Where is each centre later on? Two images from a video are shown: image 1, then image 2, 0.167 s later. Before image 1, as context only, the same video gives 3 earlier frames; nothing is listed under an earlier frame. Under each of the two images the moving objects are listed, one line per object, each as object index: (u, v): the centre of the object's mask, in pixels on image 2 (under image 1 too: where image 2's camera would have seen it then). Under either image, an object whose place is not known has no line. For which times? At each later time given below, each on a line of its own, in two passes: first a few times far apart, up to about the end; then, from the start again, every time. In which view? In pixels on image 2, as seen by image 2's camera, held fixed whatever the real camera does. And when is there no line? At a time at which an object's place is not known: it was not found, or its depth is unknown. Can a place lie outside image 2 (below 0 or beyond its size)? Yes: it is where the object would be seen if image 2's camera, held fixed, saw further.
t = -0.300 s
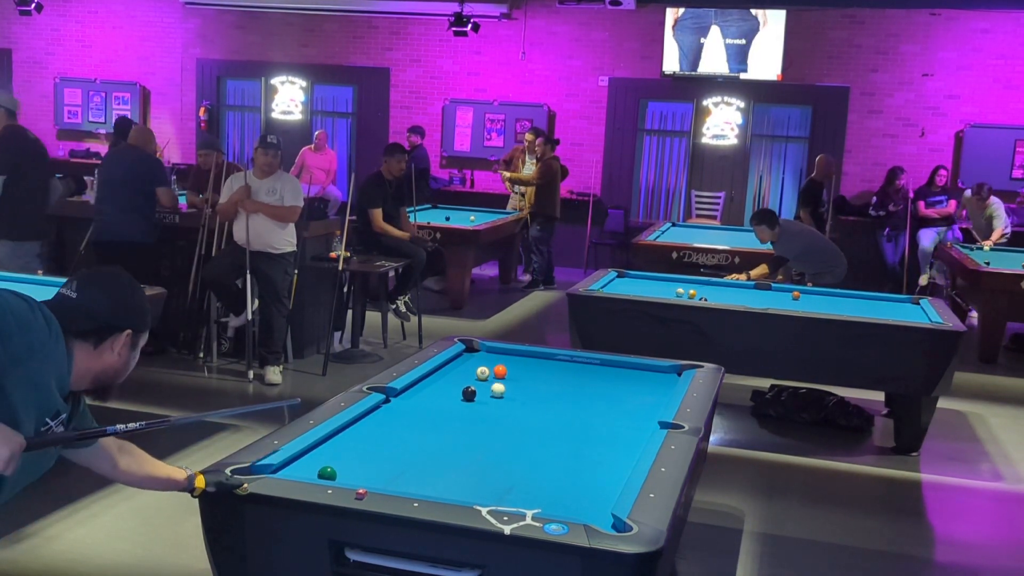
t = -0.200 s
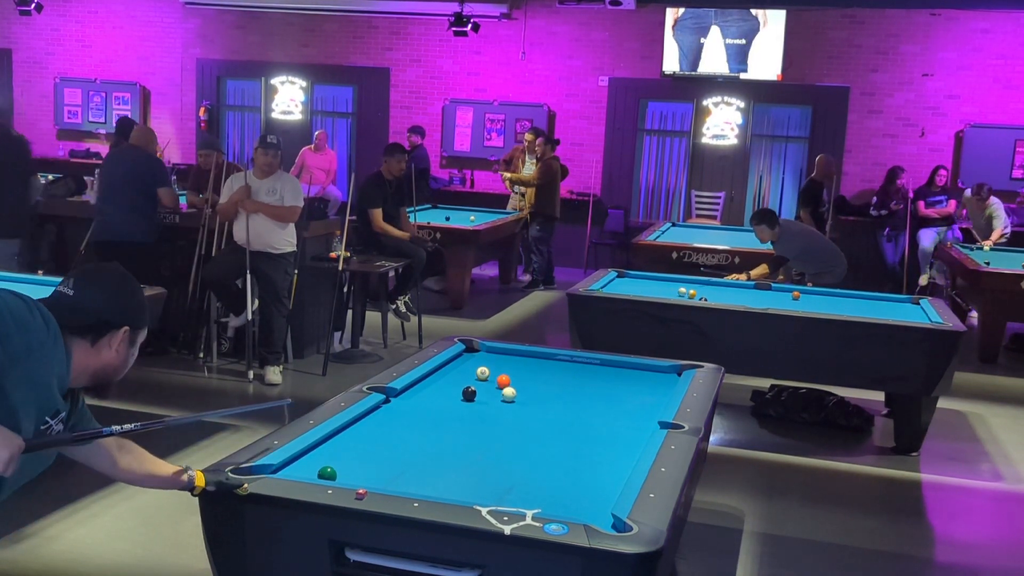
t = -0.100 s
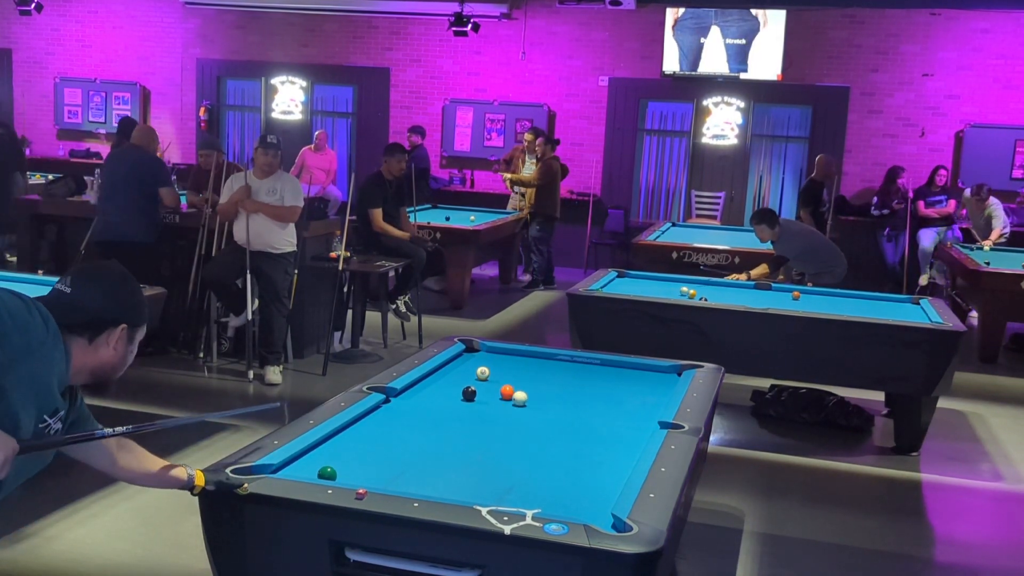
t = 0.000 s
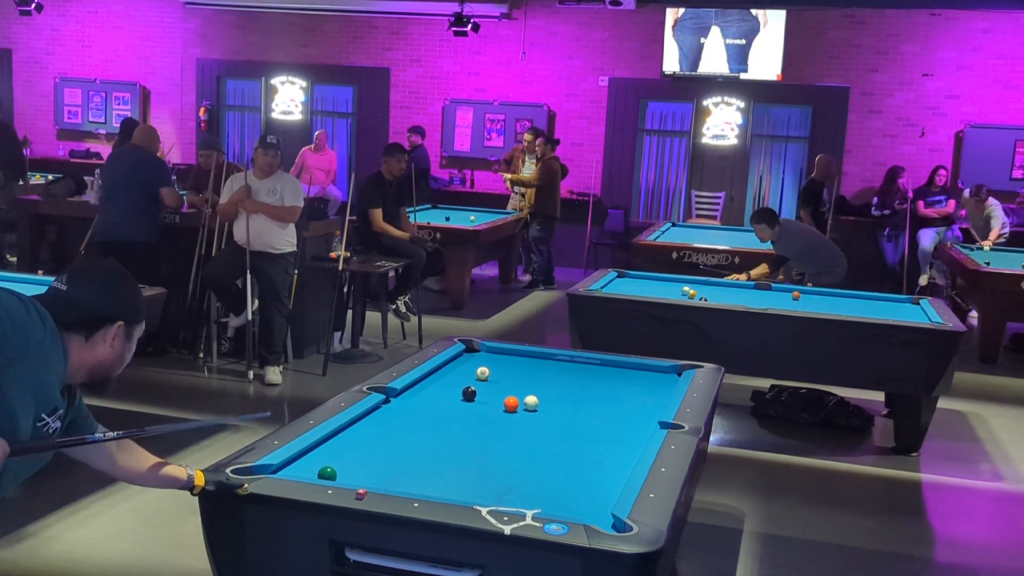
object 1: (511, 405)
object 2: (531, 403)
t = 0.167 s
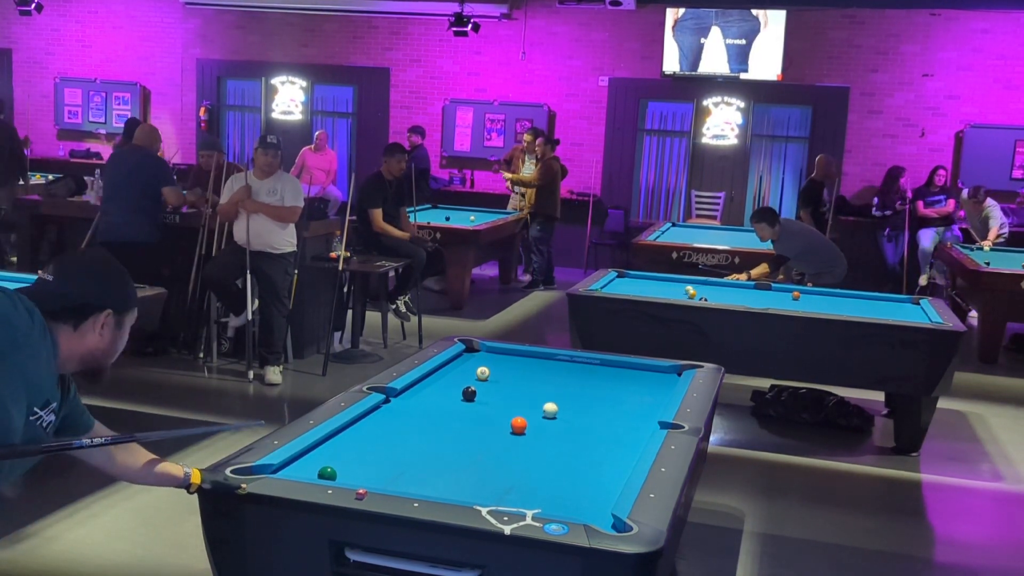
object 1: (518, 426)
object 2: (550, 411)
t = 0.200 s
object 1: (520, 430)
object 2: (554, 412)
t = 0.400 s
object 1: (531, 461)
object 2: (577, 421)
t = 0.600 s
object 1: (544, 498)
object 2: (601, 430)
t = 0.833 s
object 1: (571, 500)
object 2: (631, 441)
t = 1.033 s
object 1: (595, 481)
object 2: (627, 445)
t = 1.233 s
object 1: (616, 465)
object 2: (609, 446)
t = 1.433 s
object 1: (634, 451)
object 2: (593, 446)
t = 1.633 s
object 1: (637, 439)
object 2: (576, 447)
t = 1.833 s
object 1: (638, 428)
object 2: (561, 448)
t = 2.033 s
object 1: (639, 417)
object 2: (547, 449)
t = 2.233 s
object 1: (640, 408)
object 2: (534, 449)
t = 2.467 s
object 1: (641, 399)
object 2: (520, 450)
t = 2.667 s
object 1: (641, 391)
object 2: (509, 450)
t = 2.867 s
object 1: (642, 384)
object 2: (498, 450)
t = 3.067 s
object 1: (643, 378)
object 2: (489, 451)
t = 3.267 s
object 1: (643, 372)
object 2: (481, 451)
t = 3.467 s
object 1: (644, 367)
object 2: (474, 451)
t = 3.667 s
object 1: (639, 369)
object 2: (468, 451)
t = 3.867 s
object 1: (634, 372)
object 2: (462, 452)
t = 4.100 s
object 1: (628, 375)
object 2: (458, 451)
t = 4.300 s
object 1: (623, 378)
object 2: (455, 451)
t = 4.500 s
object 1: (618, 381)
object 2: (453, 452)
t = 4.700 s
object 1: (614, 383)
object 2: (453, 452)
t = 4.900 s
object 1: (610, 386)
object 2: (453, 452)
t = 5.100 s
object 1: (606, 388)
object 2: (453, 452)
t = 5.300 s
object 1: (602, 390)
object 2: (453, 452)
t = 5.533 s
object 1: (598, 392)
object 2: (453, 452)
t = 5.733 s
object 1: (595, 394)
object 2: (453, 452)
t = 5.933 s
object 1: (593, 396)
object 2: (453, 452)
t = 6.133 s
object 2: (453, 452)
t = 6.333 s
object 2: (453, 452)
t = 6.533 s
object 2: (453, 452)
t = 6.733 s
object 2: (453, 452)
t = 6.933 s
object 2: (453, 452)
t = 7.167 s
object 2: (453, 452)
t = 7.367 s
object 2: (453, 452)
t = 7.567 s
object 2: (453, 451)
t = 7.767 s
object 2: (453, 451)
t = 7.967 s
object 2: (453, 452)
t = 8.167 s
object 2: (453, 452)
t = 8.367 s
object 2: (453, 452)
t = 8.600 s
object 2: (453, 452)
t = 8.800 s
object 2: (453, 452)
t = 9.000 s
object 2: (453, 451)
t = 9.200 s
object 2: (453, 451)
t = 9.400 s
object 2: (453, 452)
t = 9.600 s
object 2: (453, 452)
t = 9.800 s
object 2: (453, 451)
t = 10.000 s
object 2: (453, 452)
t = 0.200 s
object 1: (520, 430)
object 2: (554, 412)
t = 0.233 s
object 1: (522, 435)
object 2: (558, 413)
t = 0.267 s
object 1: (523, 440)
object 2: (562, 415)
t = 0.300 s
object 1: (525, 445)
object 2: (566, 416)
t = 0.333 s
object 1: (527, 450)
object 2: (569, 418)
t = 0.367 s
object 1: (529, 456)
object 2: (573, 420)
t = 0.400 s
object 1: (531, 461)
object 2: (577, 421)
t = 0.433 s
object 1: (533, 467)
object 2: (581, 422)
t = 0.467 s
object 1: (535, 473)
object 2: (585, 424)
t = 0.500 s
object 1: (537, 479)
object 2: (590, 426)
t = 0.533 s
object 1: (539, 486)
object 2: (593, 427)
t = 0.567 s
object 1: (542, 492)
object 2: (597, 429)
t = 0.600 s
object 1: (544, 498)
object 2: (601, 430)
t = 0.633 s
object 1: (546, 503)
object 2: (606, 432)
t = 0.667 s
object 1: (549, 507)
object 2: (610, 433)
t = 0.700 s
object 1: (553, 508)
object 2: (614, 435)
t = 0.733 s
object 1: (558, 506)
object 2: (618, 436)
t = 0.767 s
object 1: (562, 505)
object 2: (622, 438)
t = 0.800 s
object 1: (566, 503)
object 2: (626, 440)
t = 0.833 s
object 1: (571, 500)
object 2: (631, 441)
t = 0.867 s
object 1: (575, 497)
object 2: (635, 443)
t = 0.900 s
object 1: (579, 493)
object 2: (638, 444)
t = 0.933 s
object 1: (583, 490)
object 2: (636, 445)
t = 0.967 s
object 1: (587, 487)
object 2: (633, 445)
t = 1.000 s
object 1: (591, 484)
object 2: (630, 445)
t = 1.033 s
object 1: (595, 481)
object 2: (627, 445)
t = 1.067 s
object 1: (598, 478)
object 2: (624, 445)
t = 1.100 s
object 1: (602, 475)
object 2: (621, 445)
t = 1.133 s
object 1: (605, 473)
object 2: (618, 445)
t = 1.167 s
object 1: (609, 470)
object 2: (615, 446)
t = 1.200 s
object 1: (612, 468)
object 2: (612, 446)
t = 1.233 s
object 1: (616, 465)
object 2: (609, 446)
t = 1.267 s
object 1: (618, 462)
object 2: (606, 446)
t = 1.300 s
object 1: (622, 460)
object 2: (603, 446)
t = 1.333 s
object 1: (625, 458)
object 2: (600, 446)
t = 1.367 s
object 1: (628, 456)
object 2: (598, 446)
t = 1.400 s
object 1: (631, 453)
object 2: (595, 446)
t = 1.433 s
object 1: (634, 451)
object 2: (593, 446)
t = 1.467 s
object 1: (635, 449)
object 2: (590, 447)
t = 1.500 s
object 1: (636, 447)
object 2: (587, 447)
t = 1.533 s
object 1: (636, 445)
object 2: (584, 447)
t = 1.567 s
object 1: (636, 443)
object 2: (582, 447)
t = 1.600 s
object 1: (637, 441)
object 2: (579, 447)
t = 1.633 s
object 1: (637, 439)
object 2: (576, 447)
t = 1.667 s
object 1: (637, 437)
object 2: (574, 447)
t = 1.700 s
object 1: (637, 435)
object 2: (571, 448)
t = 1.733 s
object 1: (637, 433)
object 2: (569, 448)
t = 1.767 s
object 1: (638, 431)
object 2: (567, 448)
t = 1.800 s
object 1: (638, 430)
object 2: (564, 448)
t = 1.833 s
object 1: (638, 428)
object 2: (561, 448)
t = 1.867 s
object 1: (638, 426)
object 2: (559, 448)
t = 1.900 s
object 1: (638, 424)
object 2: (557, 448)
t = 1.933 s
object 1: (639, 422)
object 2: (554, 448)
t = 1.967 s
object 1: (639, 421)
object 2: (552, 448)
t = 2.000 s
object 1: (639, 419)
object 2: (550, 449)
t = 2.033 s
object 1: (639, 417)
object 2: (547, 449)
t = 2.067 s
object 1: (639, 416)
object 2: (545, 449)
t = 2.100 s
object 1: (640, 414)
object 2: (543, 449)
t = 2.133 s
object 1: (640, 413)
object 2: (541, 449)
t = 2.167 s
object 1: (640, 411)
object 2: (539, 449)
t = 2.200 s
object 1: (640, 410)
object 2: (536, 449)
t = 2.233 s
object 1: (640, 408)
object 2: (534, 449)
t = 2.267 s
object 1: (640, 407)
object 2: (532, 449)
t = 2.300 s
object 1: (640, 405)
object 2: (530, 449)
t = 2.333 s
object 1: (640, 404)
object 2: (528, 449)
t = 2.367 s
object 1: (641, 402)
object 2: (526, 449)
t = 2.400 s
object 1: (641, 401)
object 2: (524, 450)
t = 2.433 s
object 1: (641, 400)
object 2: (522, 450)
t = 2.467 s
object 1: (641, 399)
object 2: (520, 450)
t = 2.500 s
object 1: (641, 397)
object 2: (518, 450)
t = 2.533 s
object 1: (641, 396)
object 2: (516, 450)
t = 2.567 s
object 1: (641, 395)
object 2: (514, 450)
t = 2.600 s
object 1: (641, 393)
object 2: (512, 450)
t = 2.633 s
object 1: (641, 392)
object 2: (511, 450)
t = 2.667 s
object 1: (641, 391)
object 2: (509, 450)
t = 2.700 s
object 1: (642, 390)
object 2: (507, 450)
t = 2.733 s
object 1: (642, 389)
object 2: (505, 450)
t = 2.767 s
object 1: (642, 388)
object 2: (504, 450)
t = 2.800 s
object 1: (642, 387)
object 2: (502, 450)
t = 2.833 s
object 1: (642, 385)
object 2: (500, 450)
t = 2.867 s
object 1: (642, 384)
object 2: (498, 450)
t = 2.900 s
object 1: (642, 383)
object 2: (497, 450)
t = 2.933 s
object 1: (642, 382)
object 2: (495, 451)
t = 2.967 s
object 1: (642, 381)
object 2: (494, 451)
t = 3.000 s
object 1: (643, 380)
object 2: (492, 451)
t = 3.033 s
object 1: (643, 379)
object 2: (491, 451)
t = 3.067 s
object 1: (643, 378)
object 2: (489, 451)
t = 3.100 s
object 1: (643, 377)
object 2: (488, 451)
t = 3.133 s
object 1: (643, 376)
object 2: (487, 451)
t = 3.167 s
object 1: (643, 375)
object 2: (485, 451)
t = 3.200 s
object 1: (643, 374)
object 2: (484, 451)
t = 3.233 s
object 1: (643, 373)
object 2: (482, 451)
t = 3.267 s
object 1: (643, 372)
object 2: (481, 451)
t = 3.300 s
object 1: (643, 371)
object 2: (480, 451)
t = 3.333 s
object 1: (643, 370)
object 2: (479, 451)
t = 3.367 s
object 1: (643, 369)
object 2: (477, 451)
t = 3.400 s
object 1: (644, 368)
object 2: (476, 451)
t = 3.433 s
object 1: (644, 368)
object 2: (475, 451)
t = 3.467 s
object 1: (644, 367)
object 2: (474, 451)
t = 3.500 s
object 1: (643, 367)
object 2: (473, 451)
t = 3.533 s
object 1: (642, 368)
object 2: (472, 451)
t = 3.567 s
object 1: (641, 368)
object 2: (471, 451)
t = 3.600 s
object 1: (641, 368)
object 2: (469, 451)
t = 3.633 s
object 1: (640, 369)
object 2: (469, 451)
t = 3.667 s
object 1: (639, 369)
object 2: (468, 451)
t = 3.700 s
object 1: (638, 370)
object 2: (467, 451)
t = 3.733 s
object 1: (637, 370)
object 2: (466, 451)
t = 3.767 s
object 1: (636, 371)
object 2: (465, 451)
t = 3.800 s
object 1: (636, 371)
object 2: (464, 451)
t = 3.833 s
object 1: (634, 372)
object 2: (463, 452)
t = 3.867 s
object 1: (634, 372)
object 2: (462, 452)
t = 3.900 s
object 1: (633, 373)
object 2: (461, 452)
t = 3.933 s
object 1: (632, 373)
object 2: (461, 451)
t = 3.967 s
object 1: (631, 374)
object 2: (460, 452)
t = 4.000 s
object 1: (630, 374)
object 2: (459, 451)
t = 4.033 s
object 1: (630, 375)
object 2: (459, 452)
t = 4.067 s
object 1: (629, 375)
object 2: (458, 452)
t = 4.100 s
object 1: (628, 375)
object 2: (458, 451)
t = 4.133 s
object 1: (627, 376)
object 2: (457, 452)
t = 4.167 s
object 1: (626, 376)
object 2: (457, 452)
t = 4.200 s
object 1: (626, 377)
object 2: (456, 452)
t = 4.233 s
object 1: (625, 377)
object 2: (456, 452)
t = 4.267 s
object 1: (624, 378)
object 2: (455, 452)
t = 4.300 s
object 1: (623, 378)
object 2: (455, 451)
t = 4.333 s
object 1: (623, 379)
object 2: (454, 452)
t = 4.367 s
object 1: (622, 379)
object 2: (454, 452)
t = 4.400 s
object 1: (621, 379)
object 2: (454, 452)
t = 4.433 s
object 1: (620, 380)
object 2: (453, 452)
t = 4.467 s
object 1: (619, 380)
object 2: (453, 452)
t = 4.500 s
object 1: (618, 381)
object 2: (453, 452)
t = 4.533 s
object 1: (618, 381)
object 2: (453, 452)
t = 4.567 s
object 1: (617, 382)
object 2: (453, 452)
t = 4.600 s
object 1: (616, 382)
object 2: (453, 452)
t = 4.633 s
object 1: (616, 382)
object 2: (453, 452)
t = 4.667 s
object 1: (615, 383)
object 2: (453, 452)
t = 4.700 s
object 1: (614, 383)
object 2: (453, 452)
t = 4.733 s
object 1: (613, 384)
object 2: (453, 452)
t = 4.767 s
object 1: (613, 384)
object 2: (453, 452)
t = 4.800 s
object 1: (612, 385)
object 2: (453, 452)
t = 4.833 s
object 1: (611, 385)
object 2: (453, 452)
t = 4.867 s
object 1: (611, 385)
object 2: (453, 452)
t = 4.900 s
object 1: (610, 386)
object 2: (453, 452)
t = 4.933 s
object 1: (609, 386)
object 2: (453, 452)
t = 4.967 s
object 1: (609, 386)
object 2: (453, 452)
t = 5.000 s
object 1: (608, 387)
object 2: (453, 452)
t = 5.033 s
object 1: (607, 387)
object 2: (453, 452)
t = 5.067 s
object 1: (607, 387)
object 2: (453, 452)
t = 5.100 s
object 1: (606, 388)
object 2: (453, 452)
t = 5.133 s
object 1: (605, 388)
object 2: (453, 452)
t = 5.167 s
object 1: (605, 388)
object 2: (453, 452)
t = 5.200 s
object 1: (604, 389)
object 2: (453, 452)
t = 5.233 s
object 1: (603, 389)
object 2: (453, 452)
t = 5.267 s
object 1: (603, 390)
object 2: (453, 452)
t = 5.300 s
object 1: (602, 390)
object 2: (453, 452)
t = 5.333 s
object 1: (601, 390)
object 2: (453, 452)
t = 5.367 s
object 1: (601, 391)
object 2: (453, 452)
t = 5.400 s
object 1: (600, 391)
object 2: (453, 452)
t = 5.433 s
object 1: (600, 391)
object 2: (453, 452)
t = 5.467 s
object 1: (599, 392)
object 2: (453, 452)
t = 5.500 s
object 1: (599, 392)
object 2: (453, 452)
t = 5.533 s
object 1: (598, 392)
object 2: (453, 452)
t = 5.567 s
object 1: (598, 392)
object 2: (453, 452)
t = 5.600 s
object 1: (597, 393)
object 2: (453, 452)
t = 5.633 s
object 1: (597, 393)
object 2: (453, 452)
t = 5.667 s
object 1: (596, 393)
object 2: (453, 452)
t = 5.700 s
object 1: (596, 394)
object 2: (453, 452)
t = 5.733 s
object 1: (595, 394)
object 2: (453, 452)
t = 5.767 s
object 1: (595, 394)
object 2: (453, 452)
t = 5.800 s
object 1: (594, 394)
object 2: (453, 452)
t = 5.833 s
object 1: (594, 395)
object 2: (453, 452)
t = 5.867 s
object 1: (593, 395)
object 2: (453, 452)
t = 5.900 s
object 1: (593, 395)
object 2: (453, 452)
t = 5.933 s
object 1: (593, 396)
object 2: (453, 452)
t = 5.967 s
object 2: (453, 452)
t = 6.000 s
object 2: (453, 452)
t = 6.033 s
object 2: (453, 452)
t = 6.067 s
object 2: (453, 452)
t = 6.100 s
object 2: (453, 452)
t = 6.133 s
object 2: (453, 452)
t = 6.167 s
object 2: (453, 452)
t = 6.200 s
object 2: (453, 452)
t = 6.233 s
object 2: (453, 452)
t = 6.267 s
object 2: (453, 452)
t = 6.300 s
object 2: (453, 452)
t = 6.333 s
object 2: (453, 452)
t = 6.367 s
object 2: (453, 452)
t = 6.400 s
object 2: (453, 452)
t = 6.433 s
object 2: (453, 452)
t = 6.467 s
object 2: (453, 452)
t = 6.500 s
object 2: (453, 452)
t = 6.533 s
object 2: (453, 452)
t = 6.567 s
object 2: (453, 452)
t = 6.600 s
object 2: (453, 452)
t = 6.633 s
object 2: (453, 452)
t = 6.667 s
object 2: (453, 452)
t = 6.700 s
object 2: (453, 452)
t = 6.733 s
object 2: (453, 452)
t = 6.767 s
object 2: (453, 452)
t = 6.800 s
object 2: (453, 452)
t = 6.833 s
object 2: (453, 452)
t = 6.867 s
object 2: (453, 452)
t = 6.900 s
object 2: (453, 452)
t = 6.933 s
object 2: (453, 452)
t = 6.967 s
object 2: (453, 452)
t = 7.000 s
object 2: (453, 452)
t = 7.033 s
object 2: (453, 452)
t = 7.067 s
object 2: (453, 452)
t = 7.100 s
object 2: (453, 452)
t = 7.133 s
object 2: (453, 452)
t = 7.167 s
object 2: (453, 452)
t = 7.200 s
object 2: (453, 452)
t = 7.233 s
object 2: (453, 452)
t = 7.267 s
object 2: (453, 452)
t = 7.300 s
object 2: (453, 452)
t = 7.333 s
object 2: (453, 452)
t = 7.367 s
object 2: (453, 452)
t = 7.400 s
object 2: (453, 452)
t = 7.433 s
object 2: (453, 452)
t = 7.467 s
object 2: (453, 452)
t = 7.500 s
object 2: (453, 452)
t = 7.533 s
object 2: (453, 452)
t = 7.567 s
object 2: (453, 451)
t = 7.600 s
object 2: (453, 452)
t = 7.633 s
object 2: (453, 451)
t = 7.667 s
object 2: (453, 452)
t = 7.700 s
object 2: (453, 452)
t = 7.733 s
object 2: (453, 452)
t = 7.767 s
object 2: (453, 451)
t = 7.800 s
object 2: (453, 452)
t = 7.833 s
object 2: (453, 451)
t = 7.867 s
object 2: (453, 451)
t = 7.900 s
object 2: (453, 452)
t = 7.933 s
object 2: (453, 452)
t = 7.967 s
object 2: (453, 452)
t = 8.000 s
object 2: (453, 452)
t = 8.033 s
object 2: (453, 452)
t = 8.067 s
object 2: (453, 452)
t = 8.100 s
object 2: (453, 451)
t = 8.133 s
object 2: (453, 452)
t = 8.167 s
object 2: (453, 452)
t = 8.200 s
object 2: (453, 452)
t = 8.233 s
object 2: (453, 452)
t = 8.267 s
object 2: (453, 452)
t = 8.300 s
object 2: (453, 452)
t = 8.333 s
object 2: (453, 452)
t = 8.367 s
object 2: (453, 452)
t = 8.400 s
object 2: (453, 452)
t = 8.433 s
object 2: (453, 451)
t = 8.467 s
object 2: (453, 452)
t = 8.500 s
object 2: (453, 452)
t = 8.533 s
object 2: (453, 452)
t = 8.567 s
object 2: (453, 452)
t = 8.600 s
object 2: (453, 452)
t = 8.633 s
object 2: (453, 452)
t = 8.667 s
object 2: (453, 452)
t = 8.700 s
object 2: (453, 451)
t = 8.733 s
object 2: (453, 452)
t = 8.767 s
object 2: (453, 452)
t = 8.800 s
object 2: (453, 452)
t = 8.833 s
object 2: (453, 451)
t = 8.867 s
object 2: (453, 452)
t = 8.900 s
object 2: (453, 452)
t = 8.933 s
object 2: (453, 452)
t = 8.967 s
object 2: (453, 451)
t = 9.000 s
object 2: (453, 451)
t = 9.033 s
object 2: (453, 451)
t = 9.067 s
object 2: (453, 452)
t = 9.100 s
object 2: (453, 452)
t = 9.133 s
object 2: (453, 451)
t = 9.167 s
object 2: (453, 452)
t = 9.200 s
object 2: (453, 451)
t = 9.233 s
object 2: (453, 452)
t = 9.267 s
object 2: (453, 452)
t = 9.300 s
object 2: (453, 452)
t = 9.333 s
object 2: (453, 452)
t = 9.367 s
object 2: (453, 452)
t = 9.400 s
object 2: (453, 452)
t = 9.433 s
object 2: (453, 452)
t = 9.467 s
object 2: (453, 452)
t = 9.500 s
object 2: (453, 452)
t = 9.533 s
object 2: (453, 451)
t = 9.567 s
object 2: (453, 451)
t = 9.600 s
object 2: (453, 452)
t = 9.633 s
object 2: (453, 451)
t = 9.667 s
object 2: (453, 452)
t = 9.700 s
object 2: (453, 451)
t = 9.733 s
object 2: (453, 452)
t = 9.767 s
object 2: (453, 451)
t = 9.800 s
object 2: (453, 451)
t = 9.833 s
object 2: (453, 452)
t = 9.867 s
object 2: (453, 452)
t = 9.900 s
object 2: (453, 452)
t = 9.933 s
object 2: (453, 451)
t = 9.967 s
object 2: (453, 451)
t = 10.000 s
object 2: (453, 452)
